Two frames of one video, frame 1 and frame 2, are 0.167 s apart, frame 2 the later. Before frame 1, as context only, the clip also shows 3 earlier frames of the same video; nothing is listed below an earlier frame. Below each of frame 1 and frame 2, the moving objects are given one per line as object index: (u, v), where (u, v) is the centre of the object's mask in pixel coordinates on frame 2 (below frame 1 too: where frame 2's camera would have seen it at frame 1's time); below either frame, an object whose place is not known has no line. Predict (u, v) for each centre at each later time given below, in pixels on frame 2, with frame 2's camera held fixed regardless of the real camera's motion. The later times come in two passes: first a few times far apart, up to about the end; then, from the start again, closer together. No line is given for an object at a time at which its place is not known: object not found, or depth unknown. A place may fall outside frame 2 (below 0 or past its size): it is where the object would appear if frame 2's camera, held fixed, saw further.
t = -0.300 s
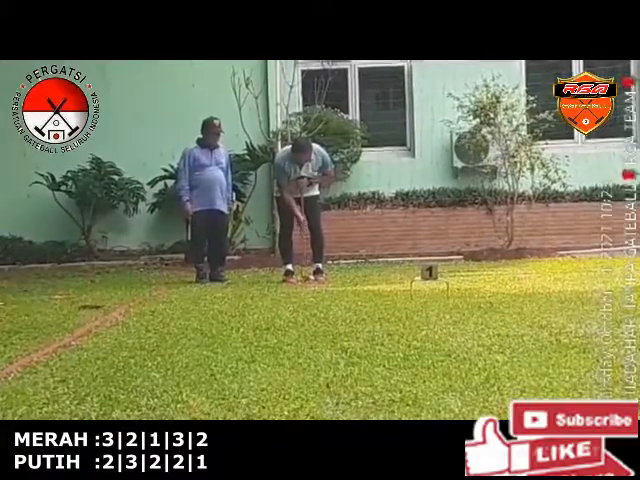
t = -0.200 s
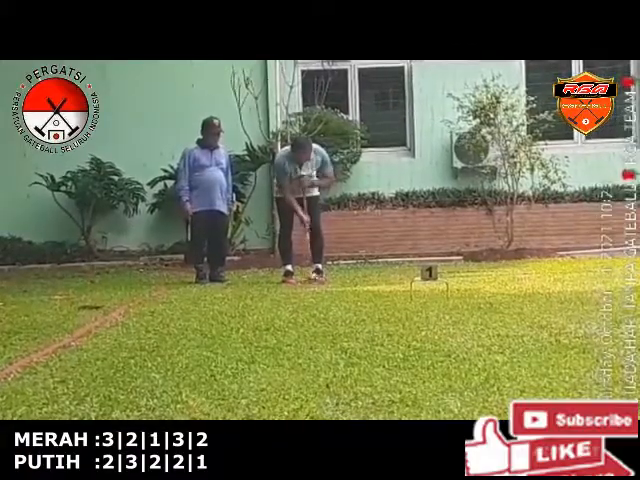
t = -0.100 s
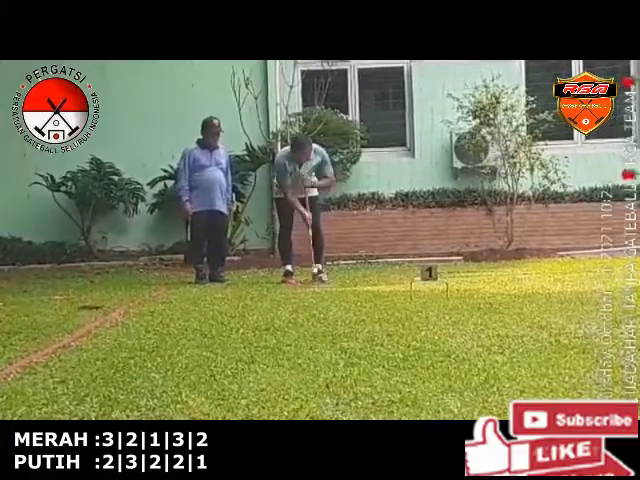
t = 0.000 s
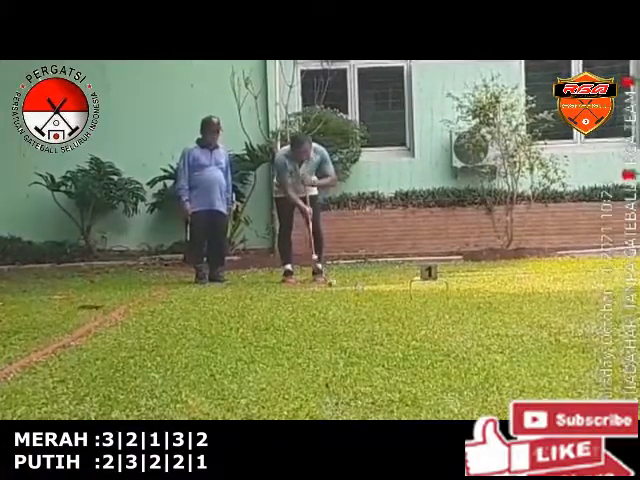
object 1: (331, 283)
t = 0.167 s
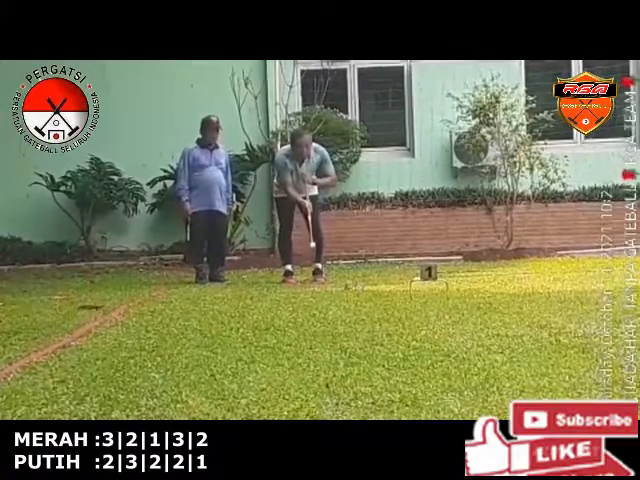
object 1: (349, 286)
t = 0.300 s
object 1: (360, 288)
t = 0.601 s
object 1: (394, 291)
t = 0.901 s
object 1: (427, 296)
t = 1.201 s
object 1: (467, 301)
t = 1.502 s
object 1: (504, 306)
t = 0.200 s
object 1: (354, 285)
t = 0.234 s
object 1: (356, 286)
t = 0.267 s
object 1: (359, 287)
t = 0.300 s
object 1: (360, 288)
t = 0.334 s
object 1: (365, 288)
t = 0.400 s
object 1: (376, 289)
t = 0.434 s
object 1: (377, 289)
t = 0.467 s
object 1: (380, 291)
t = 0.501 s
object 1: (383, 291)
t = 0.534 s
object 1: (386, 290)
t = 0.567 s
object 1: (390, 289)
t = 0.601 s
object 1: (394, 291)
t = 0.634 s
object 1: (395, 292)
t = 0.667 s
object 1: (399, 292)
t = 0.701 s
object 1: (403, 290)
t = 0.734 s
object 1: (406, 292)
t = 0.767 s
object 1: (411, 292)
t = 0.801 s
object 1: (417, 295)
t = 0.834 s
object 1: (419, 295)
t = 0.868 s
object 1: (424, 294)
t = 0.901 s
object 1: (427, 296)
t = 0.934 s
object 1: (429, 296)
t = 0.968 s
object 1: (435, 297)
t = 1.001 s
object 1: (440, 298)
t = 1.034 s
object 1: (444, 299)
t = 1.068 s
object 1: (449, 299)
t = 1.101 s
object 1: (454, 297)
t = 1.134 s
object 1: (458, 298)
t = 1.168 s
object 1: (463, 300)
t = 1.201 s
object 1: (467, 301)
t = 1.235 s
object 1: (472, 301)
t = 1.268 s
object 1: (475, 302)
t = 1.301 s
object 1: (481, 302)
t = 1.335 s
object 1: (483, 302)
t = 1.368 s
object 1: (489, 303)
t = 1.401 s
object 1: (490, 303)
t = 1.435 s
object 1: (496, 302)
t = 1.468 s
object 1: (500, 304)
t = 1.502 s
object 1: (504, 306)
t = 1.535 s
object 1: (509, 307)
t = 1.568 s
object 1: (513, 304)
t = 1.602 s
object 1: (516, 303)
